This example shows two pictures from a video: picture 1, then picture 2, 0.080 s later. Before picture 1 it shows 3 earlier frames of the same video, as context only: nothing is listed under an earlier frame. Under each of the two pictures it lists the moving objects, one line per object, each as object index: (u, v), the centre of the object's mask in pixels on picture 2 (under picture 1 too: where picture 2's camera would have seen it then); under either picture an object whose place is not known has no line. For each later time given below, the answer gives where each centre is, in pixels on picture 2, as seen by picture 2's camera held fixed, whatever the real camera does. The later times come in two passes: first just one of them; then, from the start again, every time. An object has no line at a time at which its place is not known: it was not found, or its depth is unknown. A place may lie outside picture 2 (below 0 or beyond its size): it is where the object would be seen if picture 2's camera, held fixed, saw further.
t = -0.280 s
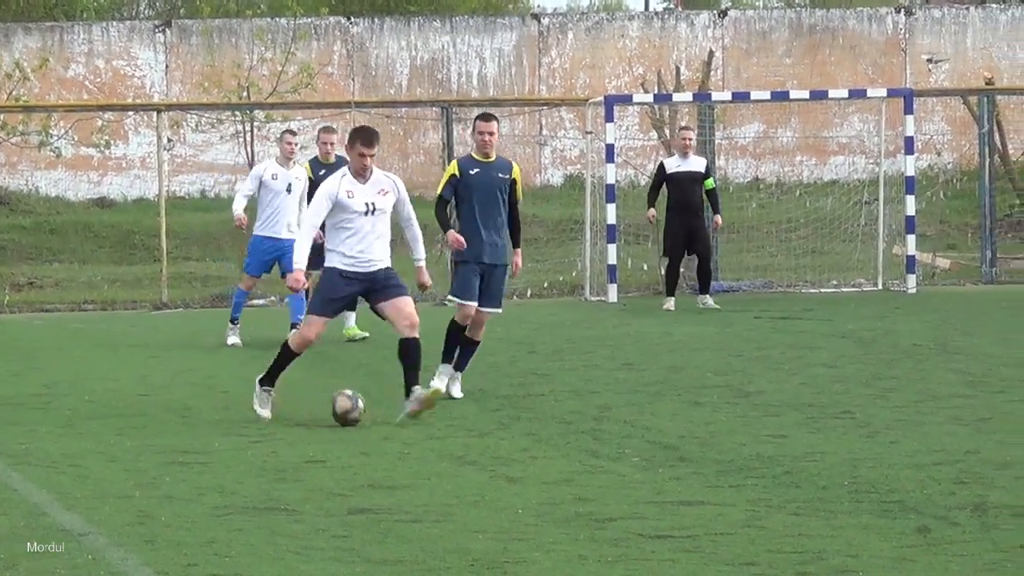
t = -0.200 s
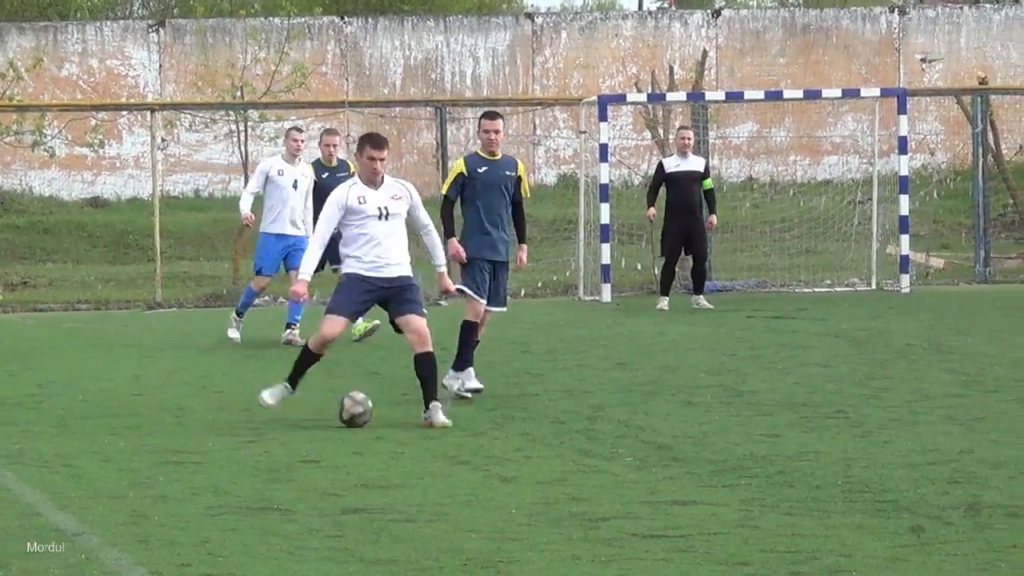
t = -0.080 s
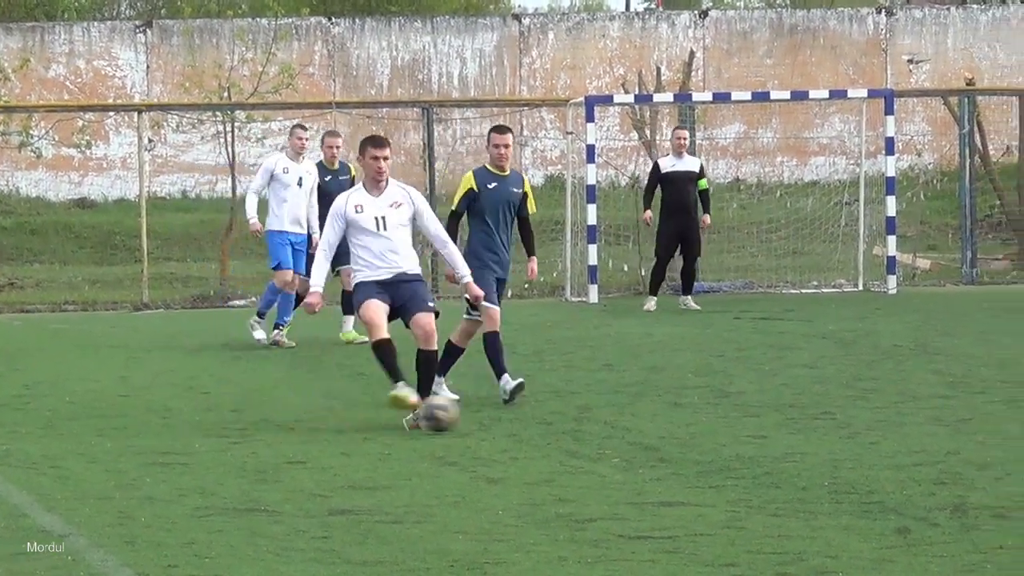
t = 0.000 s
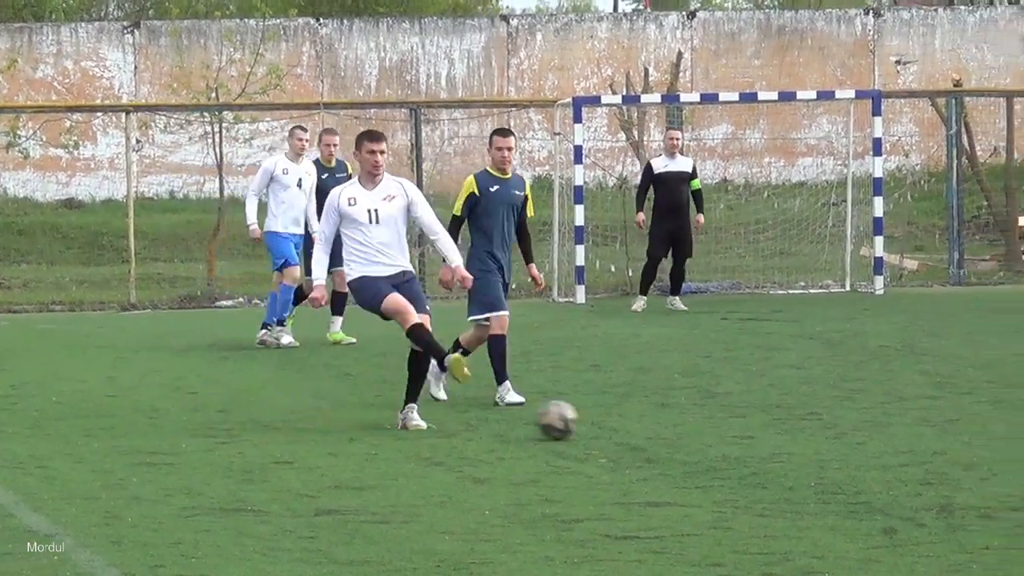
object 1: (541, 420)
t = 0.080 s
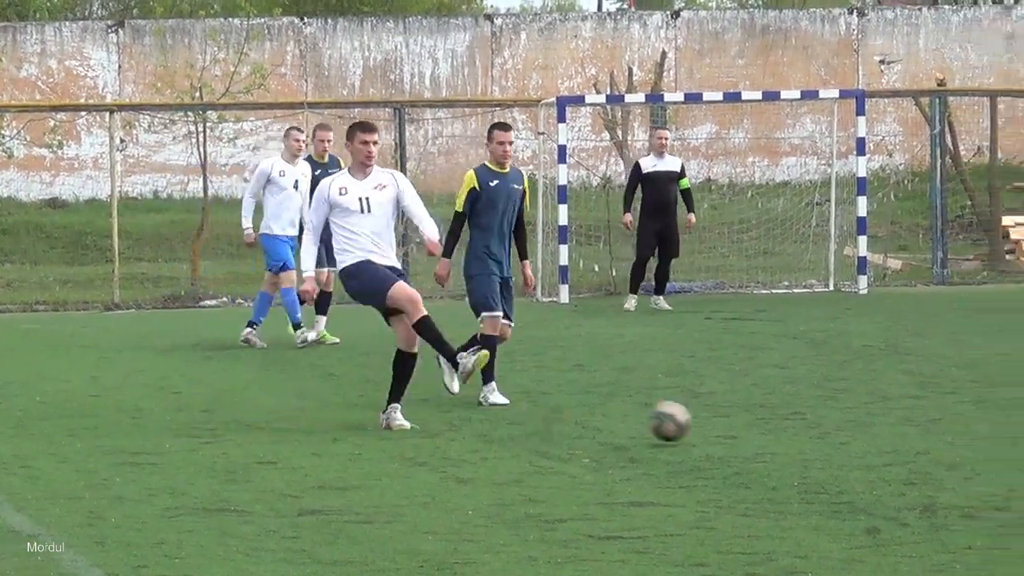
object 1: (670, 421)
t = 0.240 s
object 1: (931, 433)
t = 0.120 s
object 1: (734, 426)
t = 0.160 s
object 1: (803, 431)
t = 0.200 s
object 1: (867, 430)
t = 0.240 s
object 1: (931, 433)
